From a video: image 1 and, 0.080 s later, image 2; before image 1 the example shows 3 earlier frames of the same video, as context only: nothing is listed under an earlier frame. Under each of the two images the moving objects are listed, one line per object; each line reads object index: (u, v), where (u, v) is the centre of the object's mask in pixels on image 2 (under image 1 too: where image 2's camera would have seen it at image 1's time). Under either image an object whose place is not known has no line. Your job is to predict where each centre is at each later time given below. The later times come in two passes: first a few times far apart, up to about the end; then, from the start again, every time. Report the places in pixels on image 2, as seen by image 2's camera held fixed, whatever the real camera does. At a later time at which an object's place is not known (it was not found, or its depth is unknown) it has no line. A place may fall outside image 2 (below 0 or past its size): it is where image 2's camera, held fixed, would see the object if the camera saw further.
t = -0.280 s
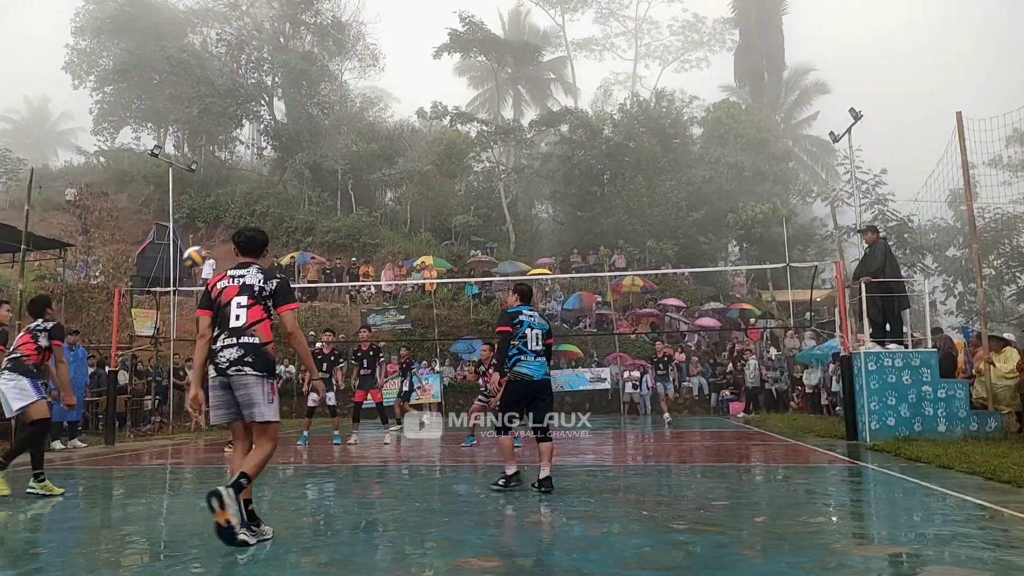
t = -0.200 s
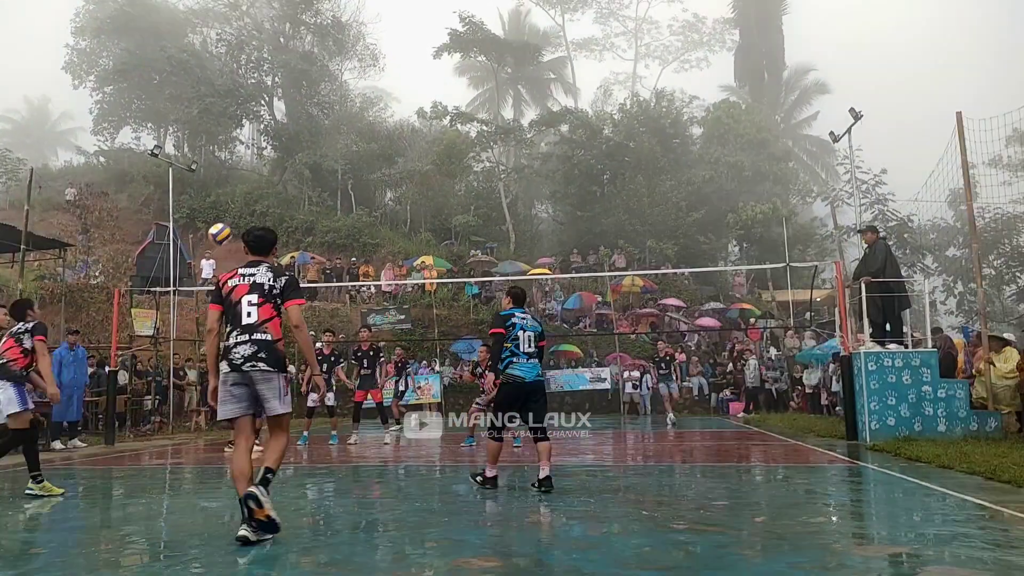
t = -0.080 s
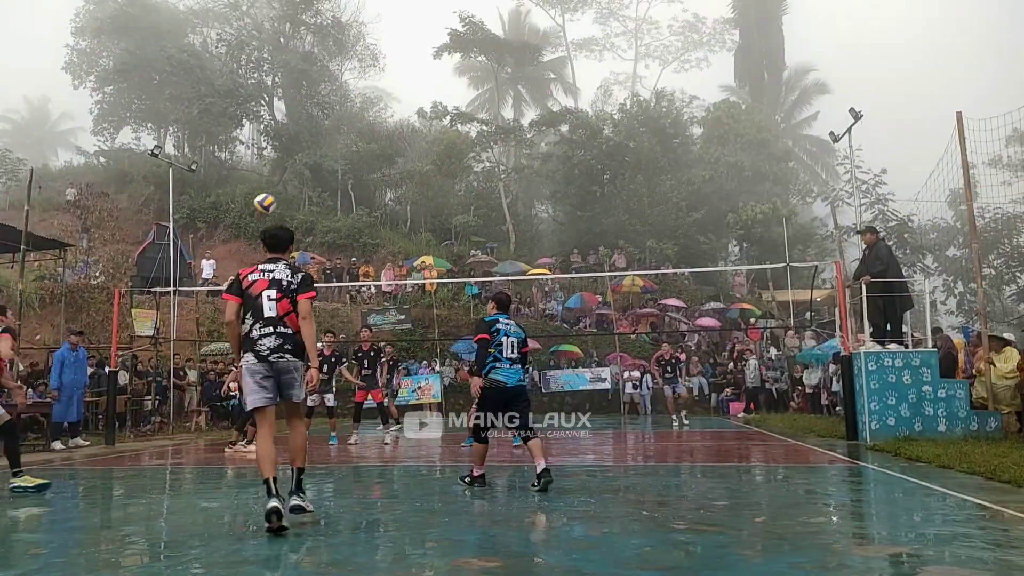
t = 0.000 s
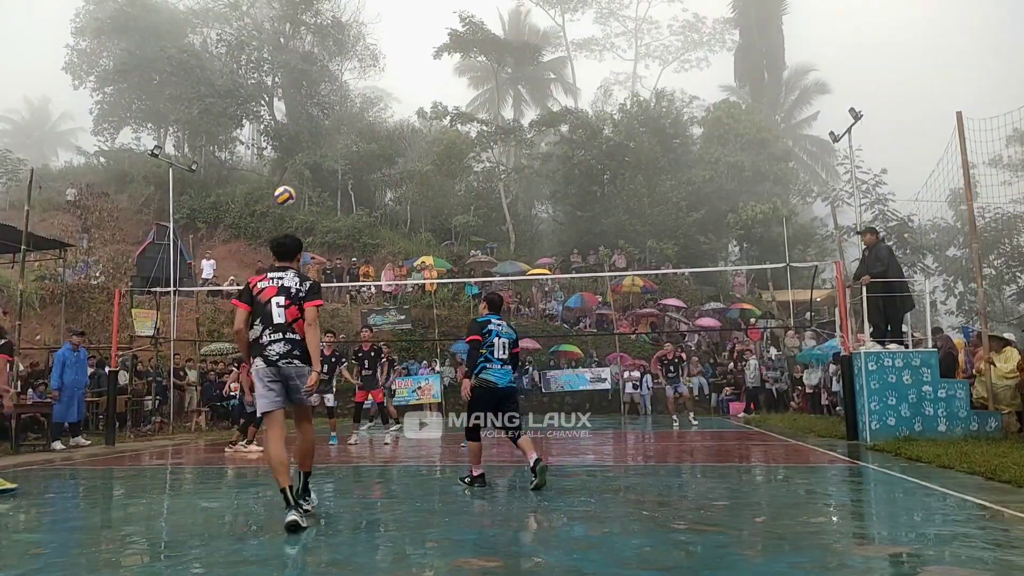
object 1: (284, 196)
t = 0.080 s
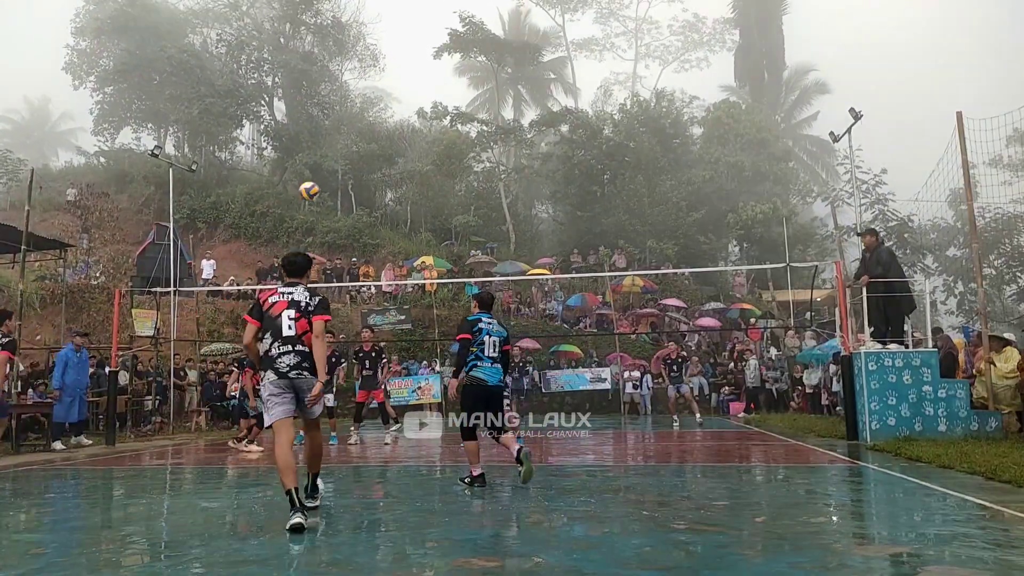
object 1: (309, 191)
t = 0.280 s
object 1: (361, 204)
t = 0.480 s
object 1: (405, 246)
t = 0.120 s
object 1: (318, 191)
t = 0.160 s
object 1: (331, 192)
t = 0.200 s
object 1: (340, 195)
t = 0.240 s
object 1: (353, 200)
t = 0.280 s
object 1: (361, 204)
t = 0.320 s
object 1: (368, 209)
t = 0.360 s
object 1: (380, 218)
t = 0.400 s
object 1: (387, 224)
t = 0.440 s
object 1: (394, 233)
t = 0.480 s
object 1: (405, 246)
